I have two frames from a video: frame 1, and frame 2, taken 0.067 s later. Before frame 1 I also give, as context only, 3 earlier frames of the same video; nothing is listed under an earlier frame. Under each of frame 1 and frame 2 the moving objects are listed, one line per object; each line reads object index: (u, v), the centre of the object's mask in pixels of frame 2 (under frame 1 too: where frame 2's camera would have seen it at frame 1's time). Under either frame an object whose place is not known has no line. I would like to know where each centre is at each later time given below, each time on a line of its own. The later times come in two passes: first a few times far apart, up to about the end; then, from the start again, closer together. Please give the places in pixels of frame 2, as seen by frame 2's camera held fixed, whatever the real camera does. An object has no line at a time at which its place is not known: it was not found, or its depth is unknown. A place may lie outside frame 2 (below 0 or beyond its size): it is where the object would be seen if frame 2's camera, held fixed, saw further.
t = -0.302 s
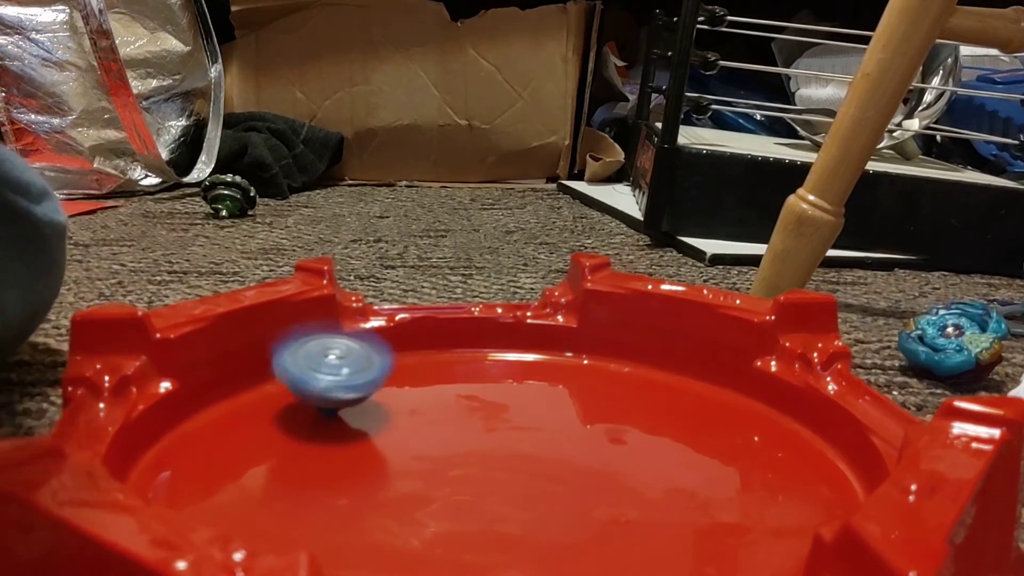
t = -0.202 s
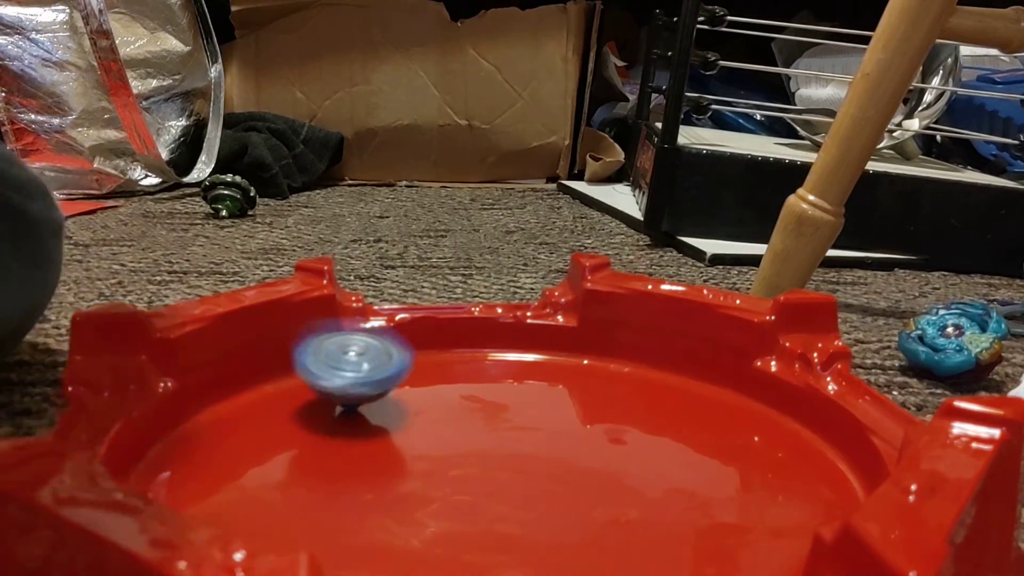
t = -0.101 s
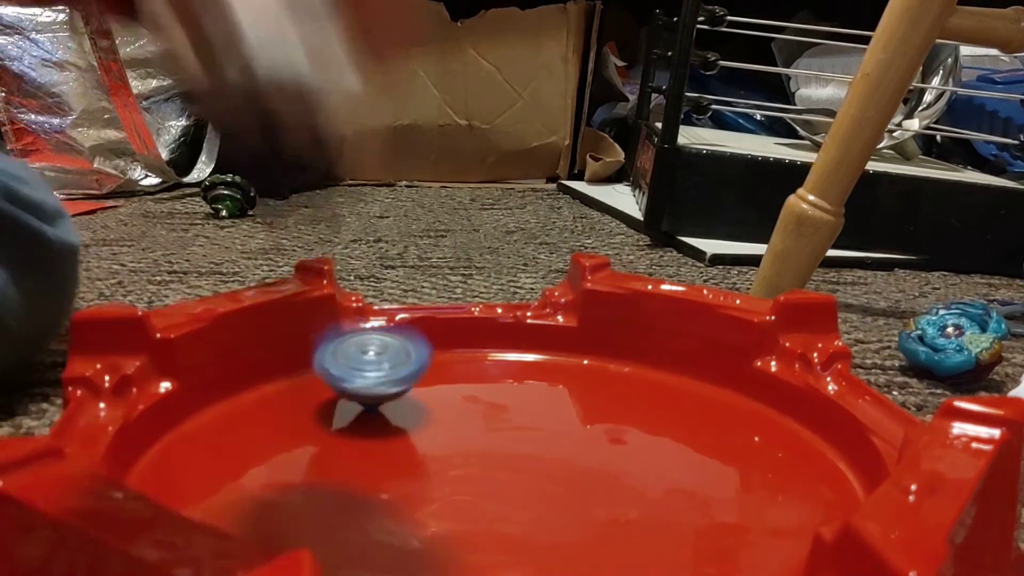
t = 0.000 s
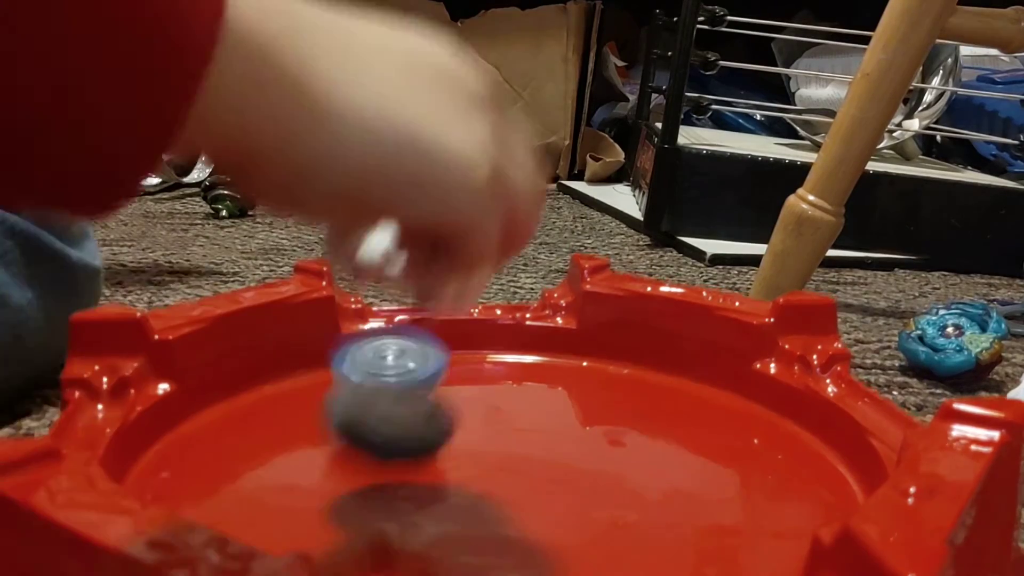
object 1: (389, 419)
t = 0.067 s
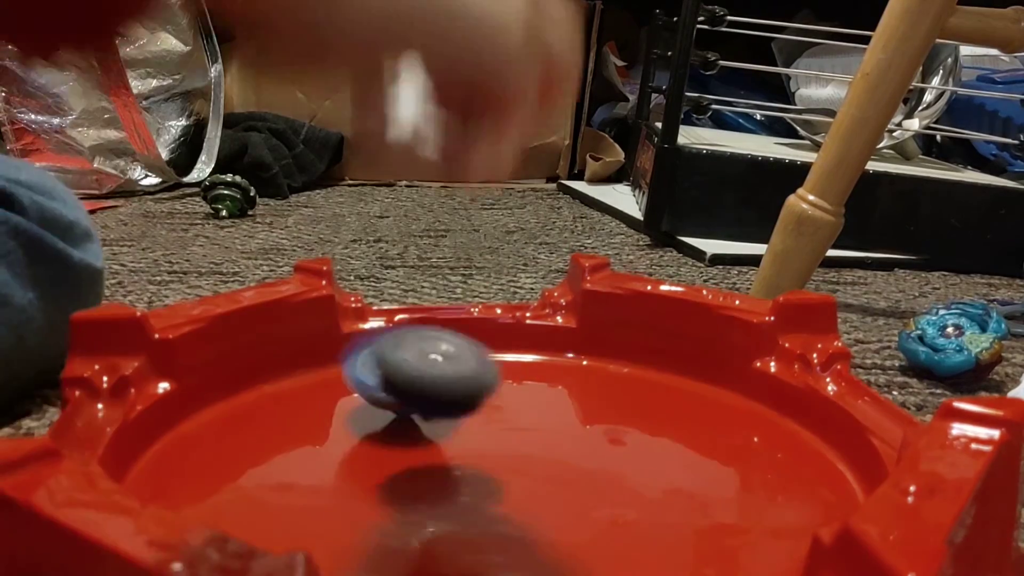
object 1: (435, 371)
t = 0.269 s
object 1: (646, 467)
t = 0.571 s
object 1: (781, 406)
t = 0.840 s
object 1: (554, 378)
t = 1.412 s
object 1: (594, 355)
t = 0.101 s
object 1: (457, 389)
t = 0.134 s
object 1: (478, 427)
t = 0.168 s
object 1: (515, 434)
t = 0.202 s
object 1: (554, 453)
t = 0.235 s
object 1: (600, 462)
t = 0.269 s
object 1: (646, 467)
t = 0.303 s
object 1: (692, 468)
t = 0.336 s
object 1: (738, 464)
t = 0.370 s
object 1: (784, 457)
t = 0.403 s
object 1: (824, 452)
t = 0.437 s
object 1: (807, 442)
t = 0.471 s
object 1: (795, 434)
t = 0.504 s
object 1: (787, 425)
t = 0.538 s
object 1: (783, 416)
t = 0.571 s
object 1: (781, 406)
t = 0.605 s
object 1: (770, 400)
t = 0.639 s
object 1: (747, 393)
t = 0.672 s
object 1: (722, 388)
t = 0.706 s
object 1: (694, 384)
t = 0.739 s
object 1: (663, 382)
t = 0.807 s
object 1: (591, 378)
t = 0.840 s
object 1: (554, 378)
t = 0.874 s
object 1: (516, 380)
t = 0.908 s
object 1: (495, 381)
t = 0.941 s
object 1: (470, 385)
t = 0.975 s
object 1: (444, 389)
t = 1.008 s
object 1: (421, 395)
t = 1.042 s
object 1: (448, 393)
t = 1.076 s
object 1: (476, 390)
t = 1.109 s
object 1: (505, 383)
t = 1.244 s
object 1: (578, 361)
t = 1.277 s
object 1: (590, 357)
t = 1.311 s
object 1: (600, 351)
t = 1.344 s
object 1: (607, 346)
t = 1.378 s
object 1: (605, 349)
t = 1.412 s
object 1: (594, 355)
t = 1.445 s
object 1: (587, 358)
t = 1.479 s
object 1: (579, 363)
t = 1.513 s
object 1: (569, 367)
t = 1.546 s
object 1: (558, 373)
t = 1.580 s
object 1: (547, 380)
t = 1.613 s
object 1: (535, 388)
